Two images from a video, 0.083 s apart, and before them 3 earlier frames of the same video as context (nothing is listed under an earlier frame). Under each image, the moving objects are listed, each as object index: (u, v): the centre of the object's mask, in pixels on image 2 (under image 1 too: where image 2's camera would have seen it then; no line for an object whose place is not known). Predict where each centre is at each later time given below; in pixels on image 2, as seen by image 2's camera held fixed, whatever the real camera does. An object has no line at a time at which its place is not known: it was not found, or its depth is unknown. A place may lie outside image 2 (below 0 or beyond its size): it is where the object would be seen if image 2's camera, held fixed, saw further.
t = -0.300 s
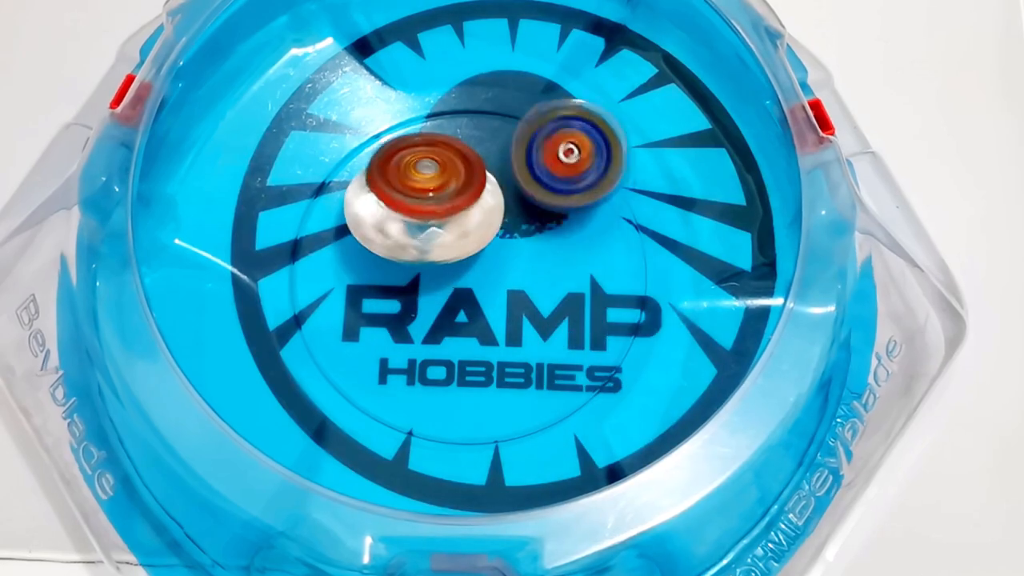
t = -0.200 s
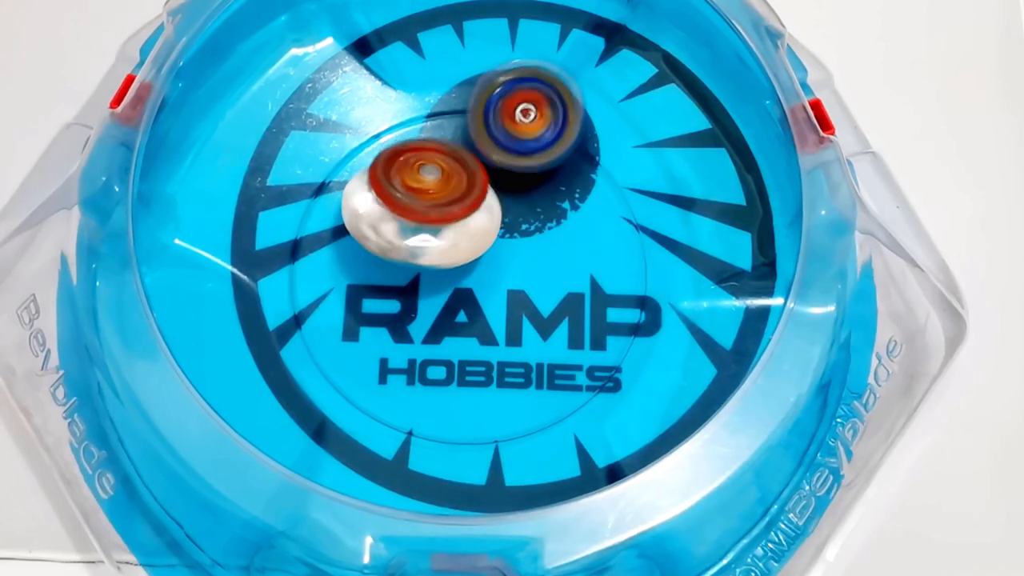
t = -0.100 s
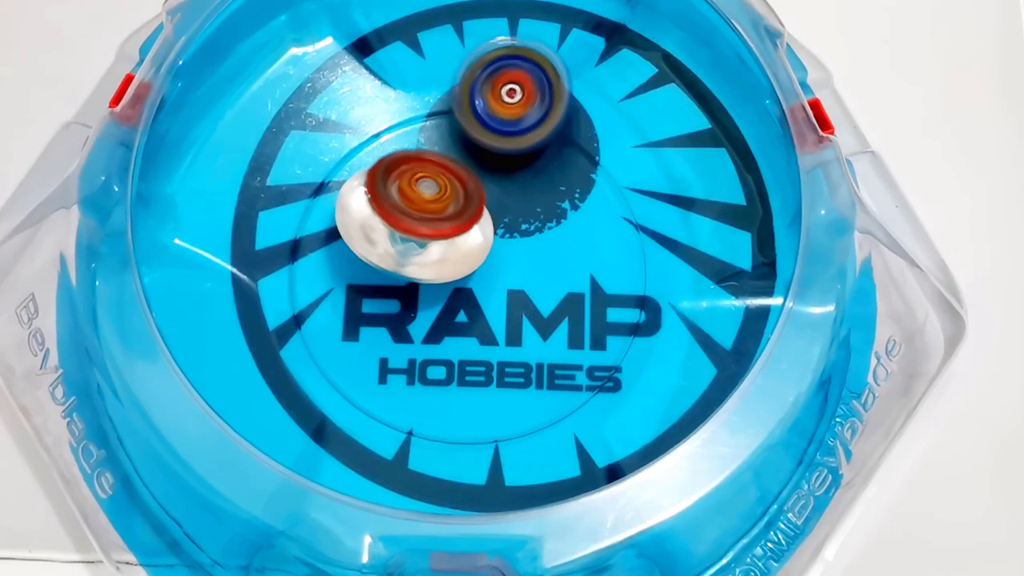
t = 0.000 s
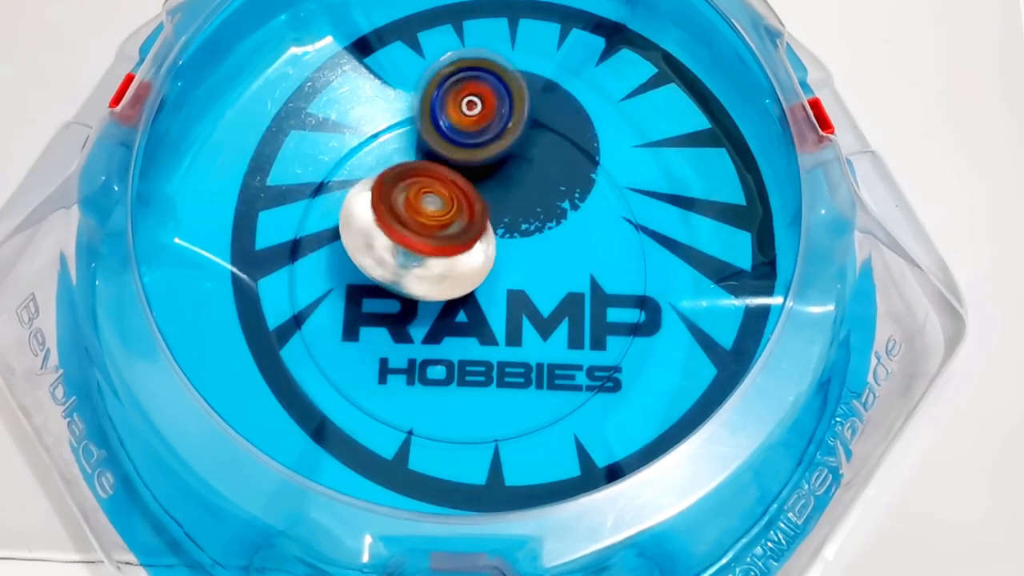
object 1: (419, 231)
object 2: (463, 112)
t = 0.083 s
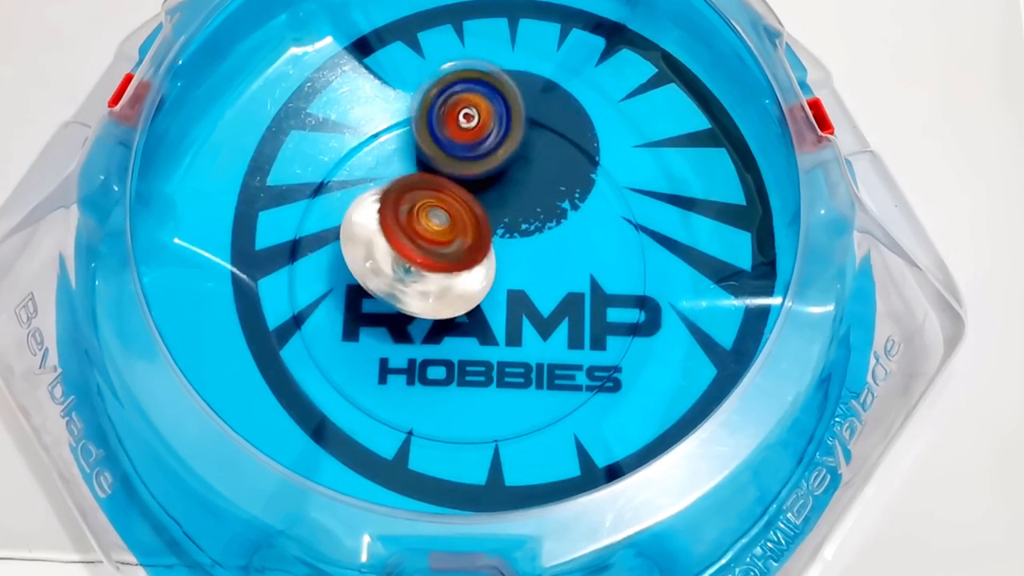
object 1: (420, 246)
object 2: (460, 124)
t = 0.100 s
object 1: (421, 250)
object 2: (458, 132)
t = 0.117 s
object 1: (424, 251)
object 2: (457, 139)
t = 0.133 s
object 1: (424, 258)
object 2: (461, 141)
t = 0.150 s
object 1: (424, 262)
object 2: (471, 138)
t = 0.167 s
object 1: (424, 269)
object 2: (481, 132)
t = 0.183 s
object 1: (425, 272)
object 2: (489, 126)
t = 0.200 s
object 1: (426, 277)
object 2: (500, 123)
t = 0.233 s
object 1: (428, 282)
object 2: (514, 116)
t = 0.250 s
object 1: (430, 283)
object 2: (519, 117)
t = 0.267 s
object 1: (432, 285)
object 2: (523, 122)
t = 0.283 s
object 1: (434, 286)
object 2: (524, 127)
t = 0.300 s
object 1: (436, 287)
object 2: (527, 131)
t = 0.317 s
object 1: (438, 287)
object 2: (529, 136)
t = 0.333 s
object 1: (440, 288)
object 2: (530, 141)
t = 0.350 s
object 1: (442, 287)
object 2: (531, 144)
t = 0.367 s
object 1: (444, 288)
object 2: (533, 146)
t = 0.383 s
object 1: (446, 287)
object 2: (535, 154)
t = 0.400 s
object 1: (448, 287)
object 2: (537, 156)
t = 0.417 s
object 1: (450, 285)
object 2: (539, 162)
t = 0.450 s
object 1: (454, 284)
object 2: (543, 171)
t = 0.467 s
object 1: (456, 283)
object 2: (546, 172)
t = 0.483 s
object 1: (457, 282)
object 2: (549, 177)
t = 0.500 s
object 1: (460, 282)
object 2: (554, 180)
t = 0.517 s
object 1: (461, 280)
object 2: (554, 183)
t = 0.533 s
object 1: (462, 280)
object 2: (563, 184)
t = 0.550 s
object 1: (461, 280)
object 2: (573, 184)
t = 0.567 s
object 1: (462, 280)
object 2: (581, 185)
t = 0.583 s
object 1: (461, 279)
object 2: (586, 184)
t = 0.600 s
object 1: (462, 279)
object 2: (592, 181)
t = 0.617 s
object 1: (461, 278)
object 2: (598, 183)
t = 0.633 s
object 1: (462, 278)
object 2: (598, 185)
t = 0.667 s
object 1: (462, 277)
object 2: (593, 186)
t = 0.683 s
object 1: (461, 275)
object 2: (592, 188)
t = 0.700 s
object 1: (461, 275)
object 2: (587, 191)
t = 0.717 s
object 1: (461, 274)
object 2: (584, 194)
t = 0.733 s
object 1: (461, 274)
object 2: (581, 195)
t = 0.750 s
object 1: (461, 273)
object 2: (579, 197)
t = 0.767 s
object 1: (461, 273)
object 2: (578, 199)
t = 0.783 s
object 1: (460, 272)
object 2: (575, 202)
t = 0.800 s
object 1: (452, 272)
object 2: (587, 198)
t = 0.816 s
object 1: (444, 274)
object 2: (602, 196)
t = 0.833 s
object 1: (441, 275)
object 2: (603, 197)
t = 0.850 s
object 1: (438, 274)
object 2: (603, 199)
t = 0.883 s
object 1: (434, 274)
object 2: (599, 204)
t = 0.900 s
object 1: (432, 274)
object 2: (596, 208)
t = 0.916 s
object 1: (431, 273)
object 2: (595, 215)
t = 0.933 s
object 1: (430, 273)
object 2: (591, 217)
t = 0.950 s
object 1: (429, 271)
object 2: (586, 221)
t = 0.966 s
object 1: (429, 270)
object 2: (583, 223)
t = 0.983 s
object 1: (428, 268)
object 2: (579, 226)
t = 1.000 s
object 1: (428, 267)
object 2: (575, 227)
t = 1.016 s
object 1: (428, 265)
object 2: (571, 232)
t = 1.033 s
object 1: (428, 264)
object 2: (568, 236)
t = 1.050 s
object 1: (428, 262)
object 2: (563, 242)
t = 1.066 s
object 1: (429, 260)
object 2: (560, 247)
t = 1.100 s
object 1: (430, 256)
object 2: (553, 261)
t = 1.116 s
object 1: (431, 254)
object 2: (550, 268)
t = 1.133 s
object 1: (430, 251)
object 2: (547, 277)
